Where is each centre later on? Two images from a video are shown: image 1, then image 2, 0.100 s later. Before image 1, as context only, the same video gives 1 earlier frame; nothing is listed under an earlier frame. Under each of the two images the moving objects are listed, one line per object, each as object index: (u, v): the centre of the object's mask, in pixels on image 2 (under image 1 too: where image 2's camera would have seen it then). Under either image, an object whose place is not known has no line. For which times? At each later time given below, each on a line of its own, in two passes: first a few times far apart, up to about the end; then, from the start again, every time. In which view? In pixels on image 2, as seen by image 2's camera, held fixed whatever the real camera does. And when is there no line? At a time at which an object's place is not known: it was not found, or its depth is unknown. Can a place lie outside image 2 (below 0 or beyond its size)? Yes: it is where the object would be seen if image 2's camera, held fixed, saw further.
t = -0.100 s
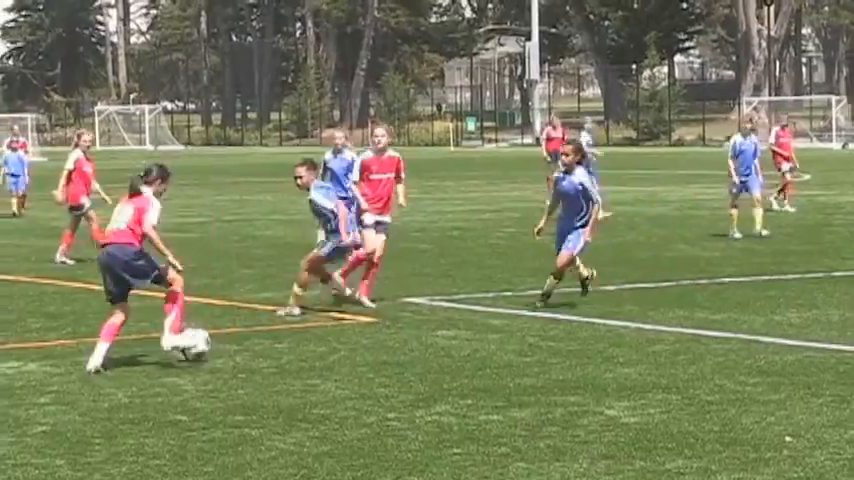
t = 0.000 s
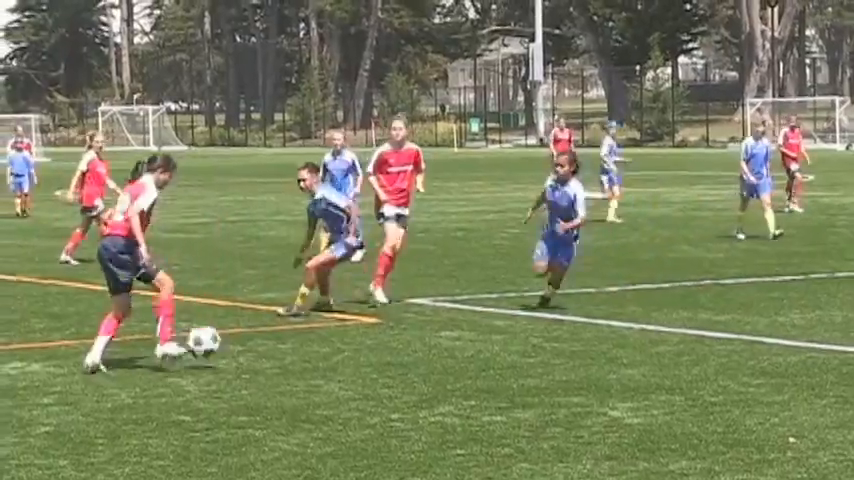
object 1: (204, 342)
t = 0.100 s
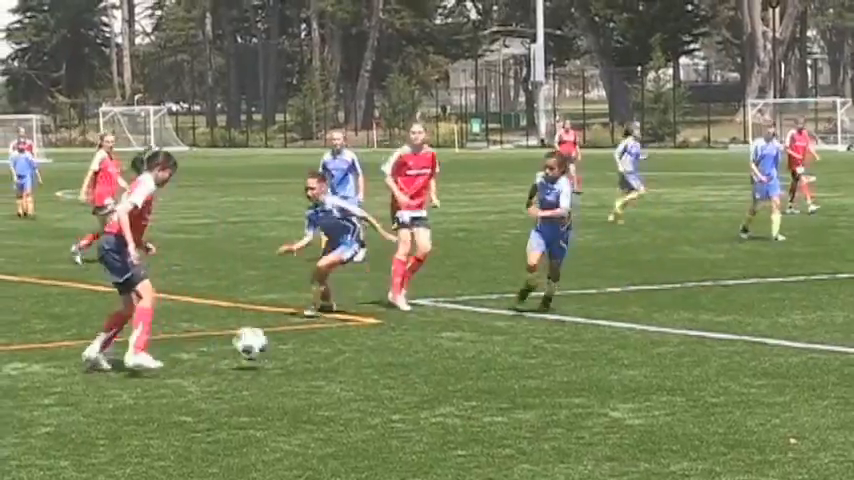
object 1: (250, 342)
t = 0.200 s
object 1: (296, 353)
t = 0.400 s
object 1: (353, 354)
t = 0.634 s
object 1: (424, 356)
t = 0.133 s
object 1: (266, 346)
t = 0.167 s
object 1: (281, 351)
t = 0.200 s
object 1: (296, 353)
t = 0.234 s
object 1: (305, 349)
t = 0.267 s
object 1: (315, 348)
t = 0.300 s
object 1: (324, 348)
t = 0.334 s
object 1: (333, 348)
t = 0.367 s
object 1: (344, 351)
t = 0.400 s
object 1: (353, 354)
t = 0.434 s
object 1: (364, 353)
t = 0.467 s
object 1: (374, 352)
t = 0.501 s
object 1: (384, 355)
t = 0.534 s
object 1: (393, 356)
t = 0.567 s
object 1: (403, 355)
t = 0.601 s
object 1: (413, 355)
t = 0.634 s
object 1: (424, 356)
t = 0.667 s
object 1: (434, 355)
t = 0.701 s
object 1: (444, 356)
